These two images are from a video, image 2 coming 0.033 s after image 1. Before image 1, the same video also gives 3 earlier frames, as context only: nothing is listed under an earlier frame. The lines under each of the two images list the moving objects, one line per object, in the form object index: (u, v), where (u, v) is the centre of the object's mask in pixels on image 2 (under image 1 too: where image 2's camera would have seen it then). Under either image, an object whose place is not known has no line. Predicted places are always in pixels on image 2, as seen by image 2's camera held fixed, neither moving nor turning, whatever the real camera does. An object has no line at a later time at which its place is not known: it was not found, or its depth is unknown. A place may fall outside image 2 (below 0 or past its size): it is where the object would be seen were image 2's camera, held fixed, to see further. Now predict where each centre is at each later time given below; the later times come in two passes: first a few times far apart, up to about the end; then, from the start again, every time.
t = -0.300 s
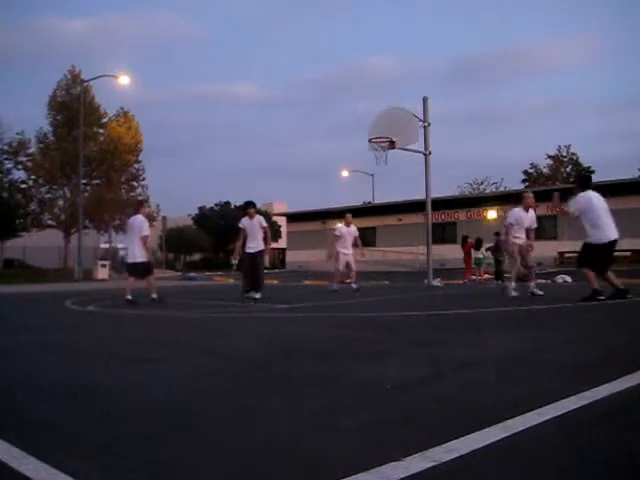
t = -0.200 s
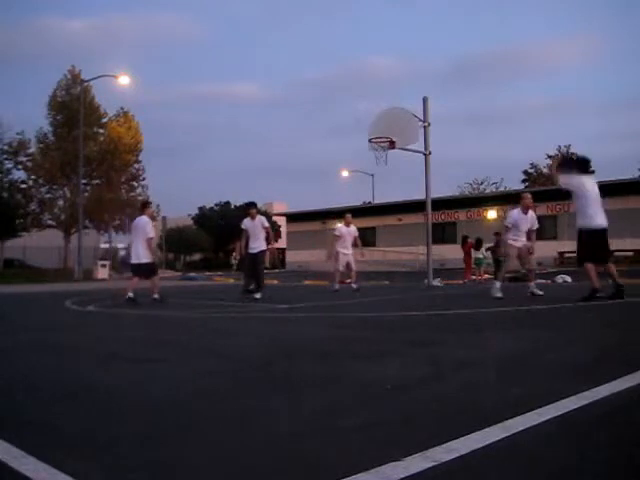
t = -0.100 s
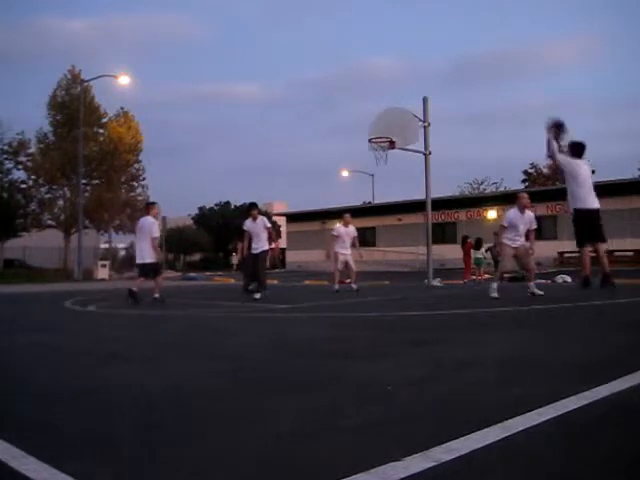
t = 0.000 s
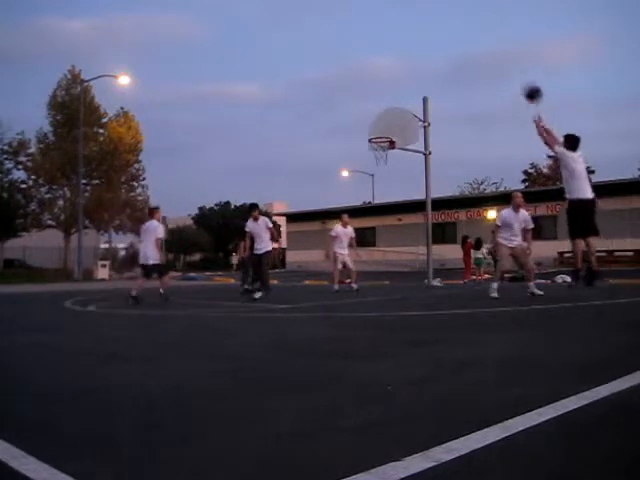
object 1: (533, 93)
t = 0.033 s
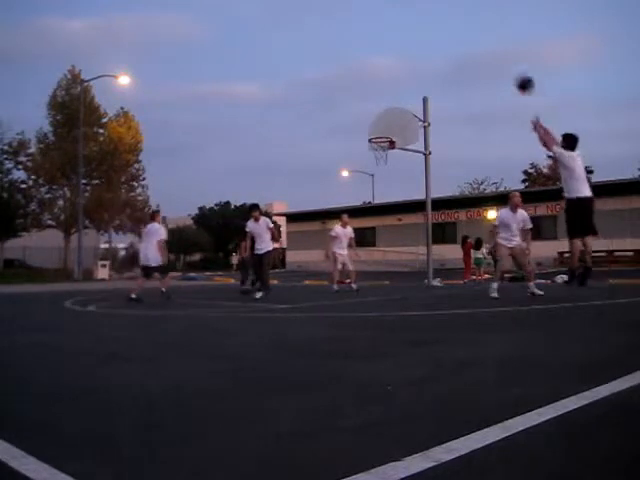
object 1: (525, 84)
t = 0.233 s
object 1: (483, 50)
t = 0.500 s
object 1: (441, 47)
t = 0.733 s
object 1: (411, 73)
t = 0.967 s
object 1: (388, 122)
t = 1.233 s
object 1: (374, 108)
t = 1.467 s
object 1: (366, 109)
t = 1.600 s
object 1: (361, 121)
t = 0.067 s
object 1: (517, 76)
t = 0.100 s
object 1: (509, 69)
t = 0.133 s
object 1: (502, 63)
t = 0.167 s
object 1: (496, 58)
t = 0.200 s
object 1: (489, 53)
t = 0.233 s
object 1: (483, 50)
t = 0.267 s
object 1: (477, 47)
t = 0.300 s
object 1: (471, 45)
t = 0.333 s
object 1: (465, 43)
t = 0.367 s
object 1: (460, 43)
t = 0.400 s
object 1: (455, 43)
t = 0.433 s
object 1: (450, 44)
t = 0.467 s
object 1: (445, 45)
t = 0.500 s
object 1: (441, 47)
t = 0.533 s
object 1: (436, 49)
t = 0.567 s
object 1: (432, 52)
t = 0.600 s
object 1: (427, 55)
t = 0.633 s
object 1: (423, 59)
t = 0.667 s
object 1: (419, 64)
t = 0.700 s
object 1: (415, 68)
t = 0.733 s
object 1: (411, 73)
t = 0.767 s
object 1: (408, 79)
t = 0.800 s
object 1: (404, 85)
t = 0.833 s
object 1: (401, 92)
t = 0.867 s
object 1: (398, 98)
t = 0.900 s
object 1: (394, 106)
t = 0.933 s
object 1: (391, 114)
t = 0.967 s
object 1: (388, 122)
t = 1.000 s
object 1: (385, 129)
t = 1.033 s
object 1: (383, 128)
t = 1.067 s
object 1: (381, 123)
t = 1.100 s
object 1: (380, 120)
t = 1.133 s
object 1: (379, 116)
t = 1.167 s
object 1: (377, 113)
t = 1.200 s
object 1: (376, 110)
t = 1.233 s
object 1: (374, 108)
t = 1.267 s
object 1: (373, 107)
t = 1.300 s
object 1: (372, 106)
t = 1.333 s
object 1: (371, 106)
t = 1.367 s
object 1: (369, 106)
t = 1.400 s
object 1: (368, 107)
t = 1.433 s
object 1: (367, 108)
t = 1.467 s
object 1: (366, 109)
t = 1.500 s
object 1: (364, 112)
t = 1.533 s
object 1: (363, 114)
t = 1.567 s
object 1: (362, 118)
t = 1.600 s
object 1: (361, 121)
